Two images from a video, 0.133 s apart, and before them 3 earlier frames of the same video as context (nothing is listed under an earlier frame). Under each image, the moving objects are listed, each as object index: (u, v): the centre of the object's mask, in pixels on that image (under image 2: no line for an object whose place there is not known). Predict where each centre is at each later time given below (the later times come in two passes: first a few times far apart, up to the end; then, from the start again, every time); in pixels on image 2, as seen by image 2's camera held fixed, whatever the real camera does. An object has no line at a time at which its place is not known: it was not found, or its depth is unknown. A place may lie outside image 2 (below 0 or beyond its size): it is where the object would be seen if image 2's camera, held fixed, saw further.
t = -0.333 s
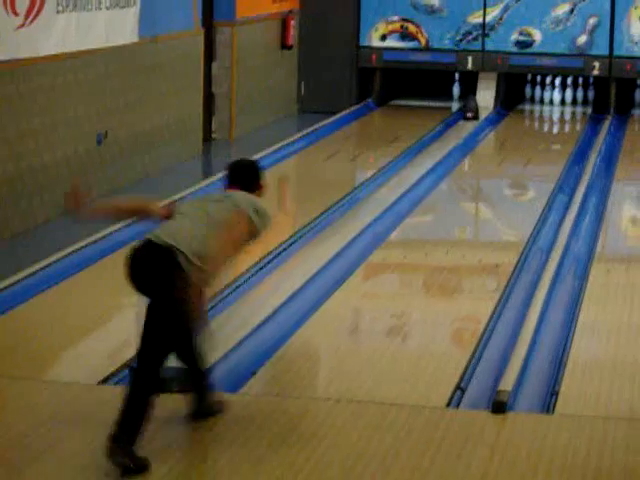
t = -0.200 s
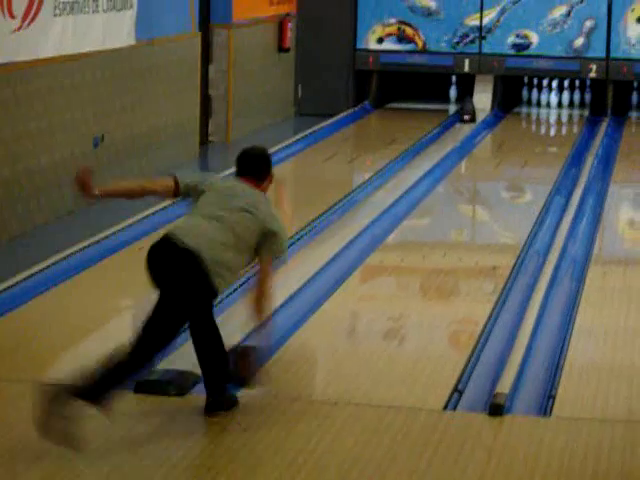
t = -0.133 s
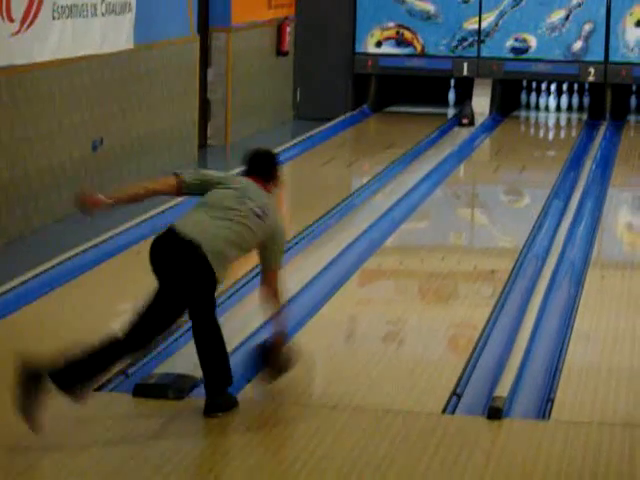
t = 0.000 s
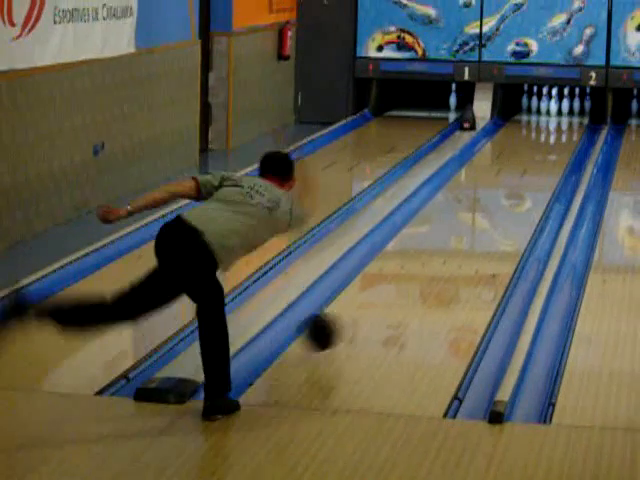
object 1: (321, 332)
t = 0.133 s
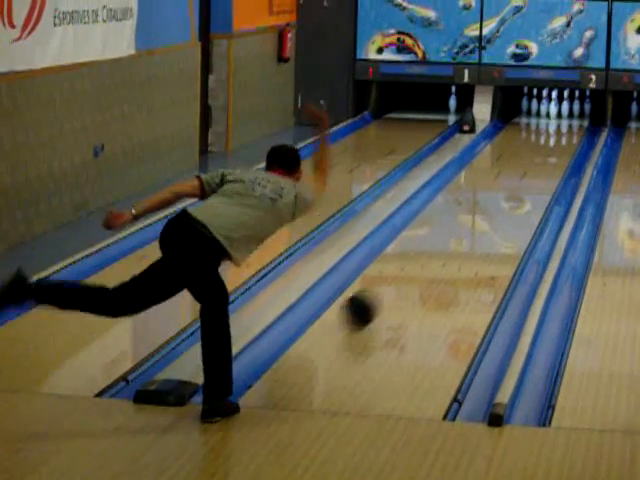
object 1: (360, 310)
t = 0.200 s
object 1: (377, 295)
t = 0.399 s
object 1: (421, 260)
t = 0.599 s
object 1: (456, 231)
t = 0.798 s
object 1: (484, 208)
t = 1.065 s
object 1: (515, 182)
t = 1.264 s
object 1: (533, 166)
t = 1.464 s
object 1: (547, 153)
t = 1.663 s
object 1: (557, 141)
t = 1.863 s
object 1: (562, 131)
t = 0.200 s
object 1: (377, 295)
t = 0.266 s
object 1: (393, 283)
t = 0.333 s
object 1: (408, 271)
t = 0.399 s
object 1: (421, 260)
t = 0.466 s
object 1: (435, 249)
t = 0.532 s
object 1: (446, 239)
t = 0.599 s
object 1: (456, 231)
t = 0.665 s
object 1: (467, 222)
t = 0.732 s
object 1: (476, 215)
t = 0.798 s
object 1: (484, 208)
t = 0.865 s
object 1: (493, 200)
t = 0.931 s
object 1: (501, 194)
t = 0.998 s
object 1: (508, 188)
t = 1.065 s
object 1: (515, 182)
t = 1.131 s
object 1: (521, 176)
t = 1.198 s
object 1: (527, 171)
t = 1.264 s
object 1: (533, 166)
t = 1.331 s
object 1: (538, 161)
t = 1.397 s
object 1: (543, 156)
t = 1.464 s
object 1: (547, 153)
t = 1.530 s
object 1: (551, 148)
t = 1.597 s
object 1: (554, 145)
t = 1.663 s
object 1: (557, 141)
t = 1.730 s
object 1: (560, 138)
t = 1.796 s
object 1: (561, 133)
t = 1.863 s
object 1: (562, 131)
